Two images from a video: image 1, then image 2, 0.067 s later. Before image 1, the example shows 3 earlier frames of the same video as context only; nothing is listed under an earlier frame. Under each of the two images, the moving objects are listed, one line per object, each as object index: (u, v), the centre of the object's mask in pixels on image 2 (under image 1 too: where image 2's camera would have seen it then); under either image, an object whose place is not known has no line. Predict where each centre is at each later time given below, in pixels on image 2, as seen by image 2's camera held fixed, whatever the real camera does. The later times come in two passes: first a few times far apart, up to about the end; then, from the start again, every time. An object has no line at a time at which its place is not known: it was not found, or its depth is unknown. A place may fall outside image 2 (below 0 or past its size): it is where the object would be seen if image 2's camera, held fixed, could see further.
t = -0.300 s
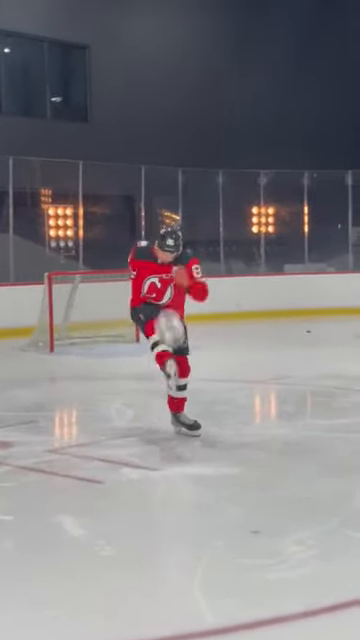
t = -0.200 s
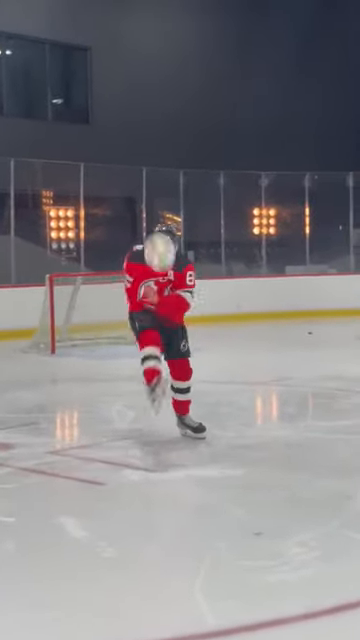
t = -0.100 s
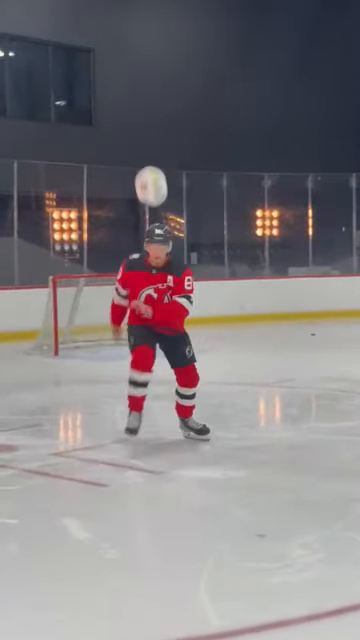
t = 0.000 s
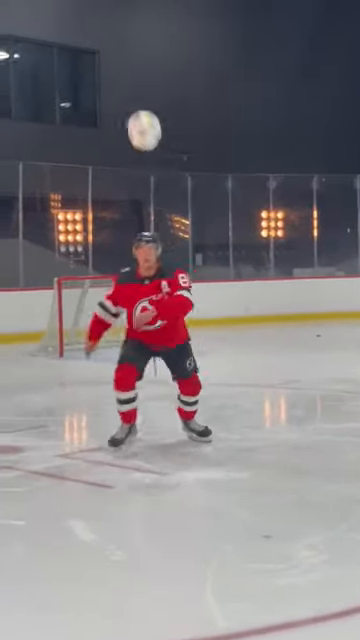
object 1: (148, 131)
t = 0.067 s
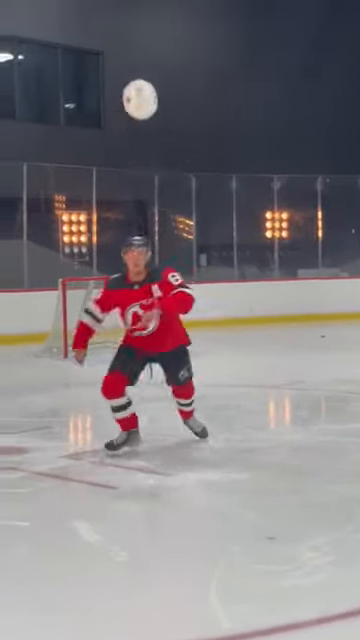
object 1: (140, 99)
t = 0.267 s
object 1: (115, 41)
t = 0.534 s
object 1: (82, 64)
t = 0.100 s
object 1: (135, 85)
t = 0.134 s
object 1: (131, 74)
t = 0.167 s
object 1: (127, 63)
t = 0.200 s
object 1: (123, 54)
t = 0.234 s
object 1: (119, 47)
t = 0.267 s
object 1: (115, 41)
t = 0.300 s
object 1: (111, 37)
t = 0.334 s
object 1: (107, 35)
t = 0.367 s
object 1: (103, 35)
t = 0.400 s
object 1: (99, 37)
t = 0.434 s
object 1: (95, 41)
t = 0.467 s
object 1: (90, 47)
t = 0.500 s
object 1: (86, 54)
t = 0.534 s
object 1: (82, 64)
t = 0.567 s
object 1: (78, 76)
